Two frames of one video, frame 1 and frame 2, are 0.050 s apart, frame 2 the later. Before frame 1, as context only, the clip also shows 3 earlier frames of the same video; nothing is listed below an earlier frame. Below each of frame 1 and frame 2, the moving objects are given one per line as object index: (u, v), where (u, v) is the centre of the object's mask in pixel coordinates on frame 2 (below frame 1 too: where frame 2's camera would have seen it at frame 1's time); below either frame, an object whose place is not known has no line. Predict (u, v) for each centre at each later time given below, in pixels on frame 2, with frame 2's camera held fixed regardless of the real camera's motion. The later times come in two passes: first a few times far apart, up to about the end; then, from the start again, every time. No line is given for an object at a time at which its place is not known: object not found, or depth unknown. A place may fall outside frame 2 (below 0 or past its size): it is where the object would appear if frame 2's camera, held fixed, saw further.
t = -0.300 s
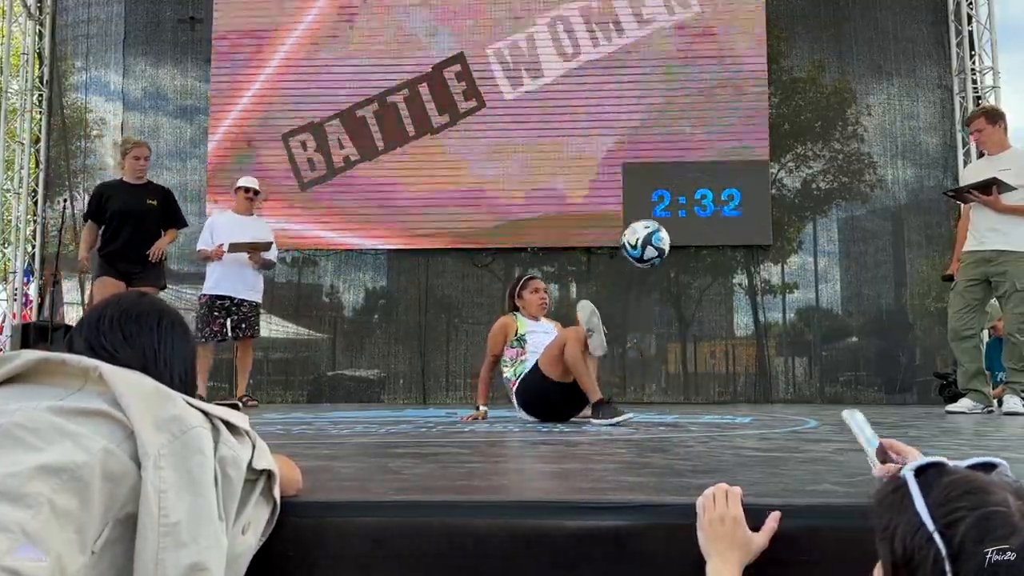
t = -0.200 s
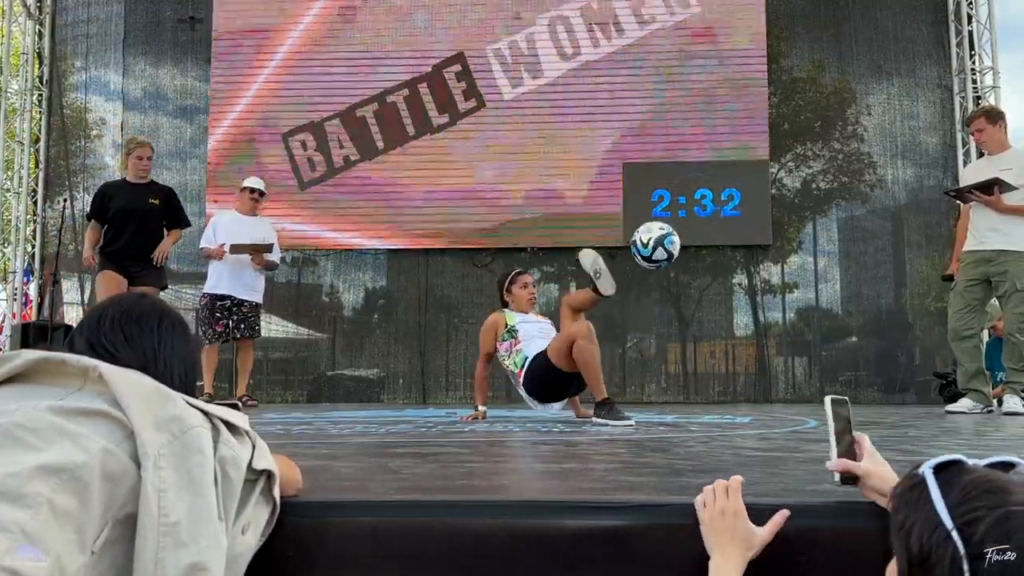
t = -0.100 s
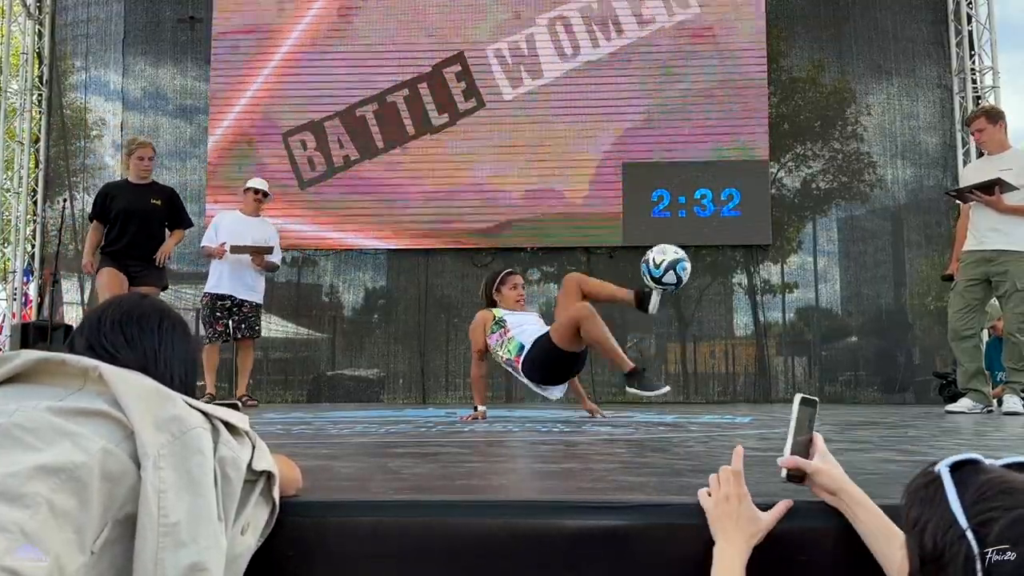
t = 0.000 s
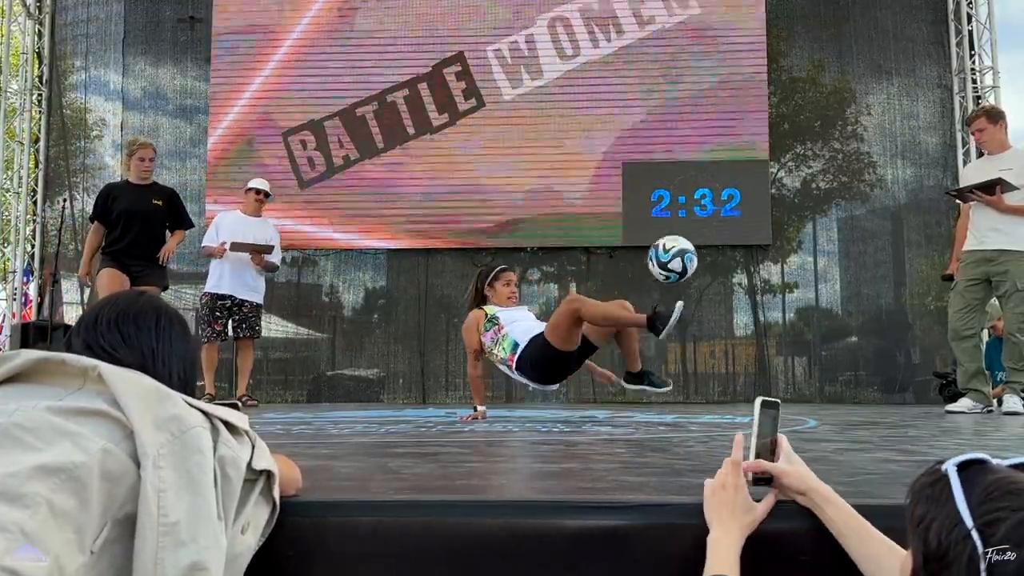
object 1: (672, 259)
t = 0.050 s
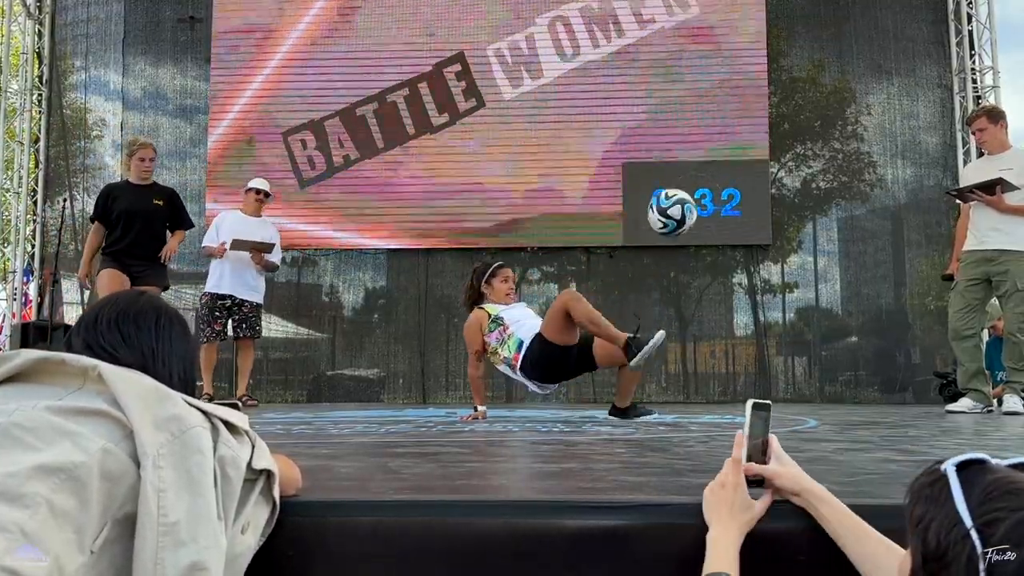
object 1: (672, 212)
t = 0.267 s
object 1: (671, 77)
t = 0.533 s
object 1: (672, 48)
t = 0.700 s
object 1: (673, 101)
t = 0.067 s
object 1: (671, 198)
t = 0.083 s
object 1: (671, 184)
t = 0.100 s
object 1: (672, 173)
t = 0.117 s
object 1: (672, 160)
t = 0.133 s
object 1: (672, 148)
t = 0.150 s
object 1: (671, 137)
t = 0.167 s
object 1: (672, 127)
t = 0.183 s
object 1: (671, 117)
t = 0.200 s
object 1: (671, 109)
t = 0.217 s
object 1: (671, 100)
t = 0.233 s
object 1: (671, 92)
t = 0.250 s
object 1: (671, 84)
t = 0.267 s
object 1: (671, 77)
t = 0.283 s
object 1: (671, 71)
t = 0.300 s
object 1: (672, 66)
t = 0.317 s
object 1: (672, 61)
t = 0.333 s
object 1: (671, 57)
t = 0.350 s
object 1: (672, 53)
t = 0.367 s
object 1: (672, 50)
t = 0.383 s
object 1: (671, 47)
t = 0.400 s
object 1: (671, 45)
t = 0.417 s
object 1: (671, 43)
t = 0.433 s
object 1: (671, 42)
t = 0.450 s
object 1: (671, 41)
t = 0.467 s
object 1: (672, 42)
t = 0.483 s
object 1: (672, 43)
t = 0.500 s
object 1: (672, 44)
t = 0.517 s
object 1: (672, 46)
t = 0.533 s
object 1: (672, 48)
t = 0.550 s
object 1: (672, 51)
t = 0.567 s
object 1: (672, 54)
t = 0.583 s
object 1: (673, 59)
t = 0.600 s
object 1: (673, 63)
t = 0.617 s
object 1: (673, 68)
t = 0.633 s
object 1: (673, 73)
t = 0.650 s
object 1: (673, 79)
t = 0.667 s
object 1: (673, 85)
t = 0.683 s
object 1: (673, 93)
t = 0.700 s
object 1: (673, 101)
